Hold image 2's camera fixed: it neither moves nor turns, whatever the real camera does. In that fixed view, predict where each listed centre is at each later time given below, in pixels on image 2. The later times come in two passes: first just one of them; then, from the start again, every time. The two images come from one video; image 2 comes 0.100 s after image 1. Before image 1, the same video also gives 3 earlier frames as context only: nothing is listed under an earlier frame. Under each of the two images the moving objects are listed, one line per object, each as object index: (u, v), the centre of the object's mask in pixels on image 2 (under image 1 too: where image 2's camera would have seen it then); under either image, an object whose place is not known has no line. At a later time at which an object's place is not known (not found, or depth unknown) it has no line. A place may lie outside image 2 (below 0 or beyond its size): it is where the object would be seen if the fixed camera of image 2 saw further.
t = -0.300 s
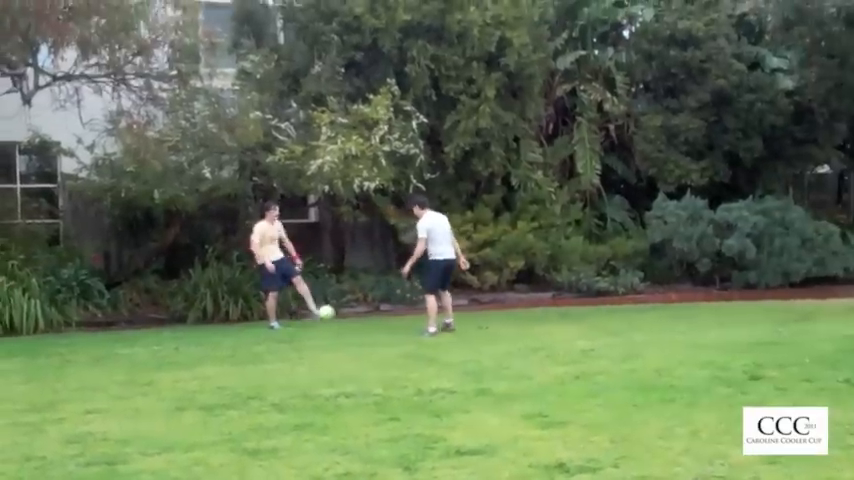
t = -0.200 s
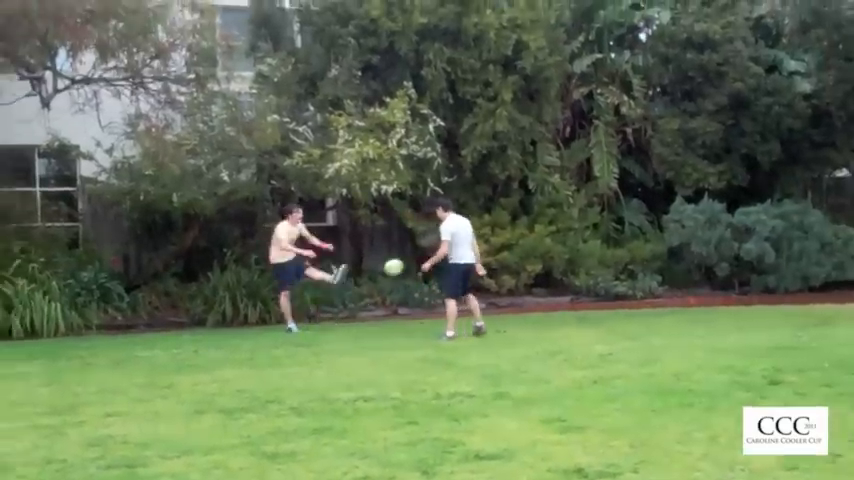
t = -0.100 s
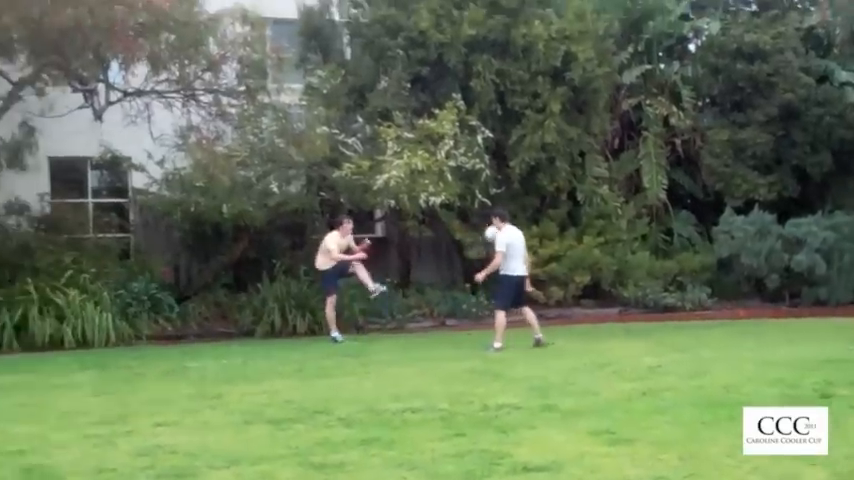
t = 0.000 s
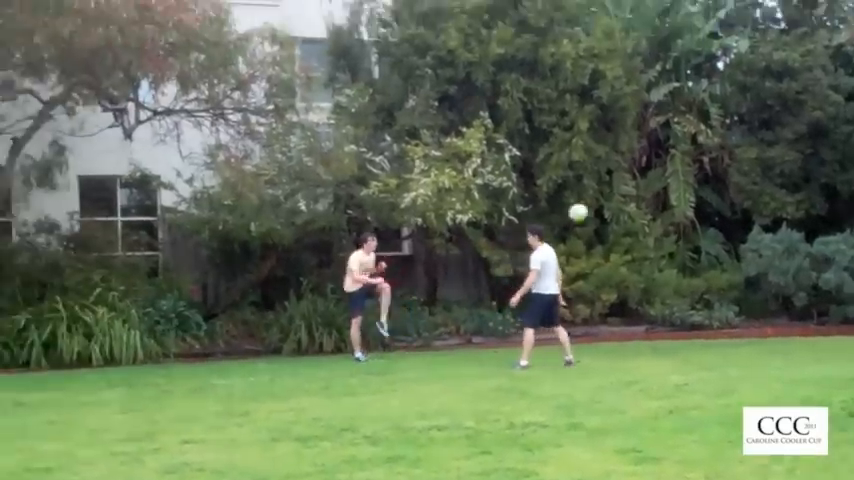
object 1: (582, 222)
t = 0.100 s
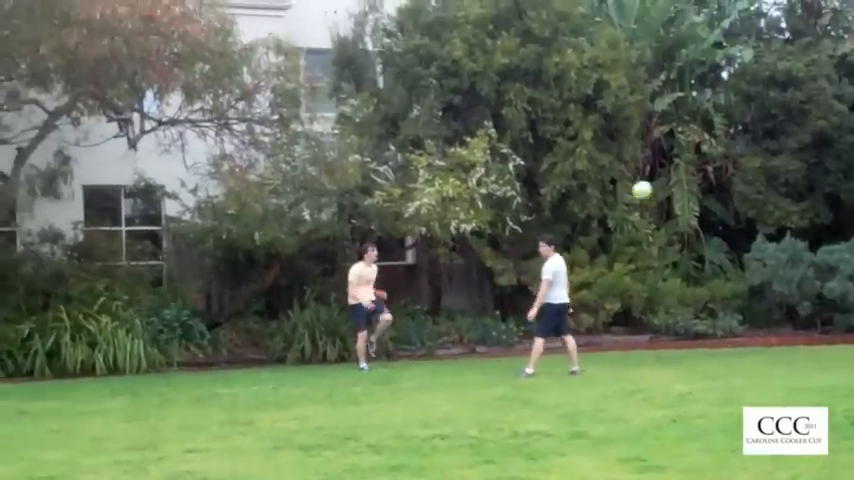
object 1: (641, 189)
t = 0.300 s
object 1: (773, 149)
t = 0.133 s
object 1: (662, 180)
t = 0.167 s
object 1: (684, 172)
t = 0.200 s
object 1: (706, 165)
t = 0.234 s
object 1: (727, 159)
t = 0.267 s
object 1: (750, 153)
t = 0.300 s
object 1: (773, 149)
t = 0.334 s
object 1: (797, 146)
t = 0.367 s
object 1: (821, 144)
